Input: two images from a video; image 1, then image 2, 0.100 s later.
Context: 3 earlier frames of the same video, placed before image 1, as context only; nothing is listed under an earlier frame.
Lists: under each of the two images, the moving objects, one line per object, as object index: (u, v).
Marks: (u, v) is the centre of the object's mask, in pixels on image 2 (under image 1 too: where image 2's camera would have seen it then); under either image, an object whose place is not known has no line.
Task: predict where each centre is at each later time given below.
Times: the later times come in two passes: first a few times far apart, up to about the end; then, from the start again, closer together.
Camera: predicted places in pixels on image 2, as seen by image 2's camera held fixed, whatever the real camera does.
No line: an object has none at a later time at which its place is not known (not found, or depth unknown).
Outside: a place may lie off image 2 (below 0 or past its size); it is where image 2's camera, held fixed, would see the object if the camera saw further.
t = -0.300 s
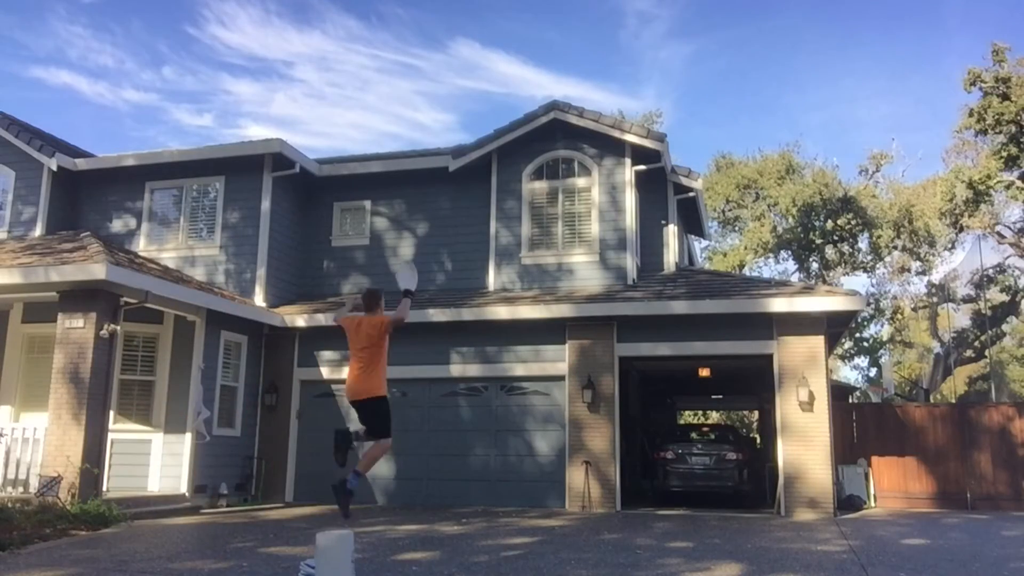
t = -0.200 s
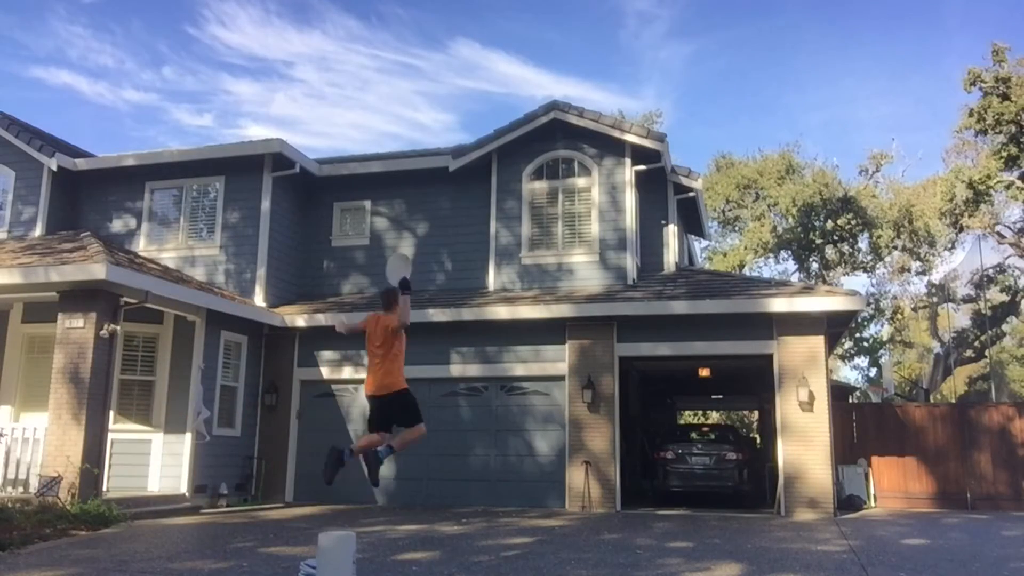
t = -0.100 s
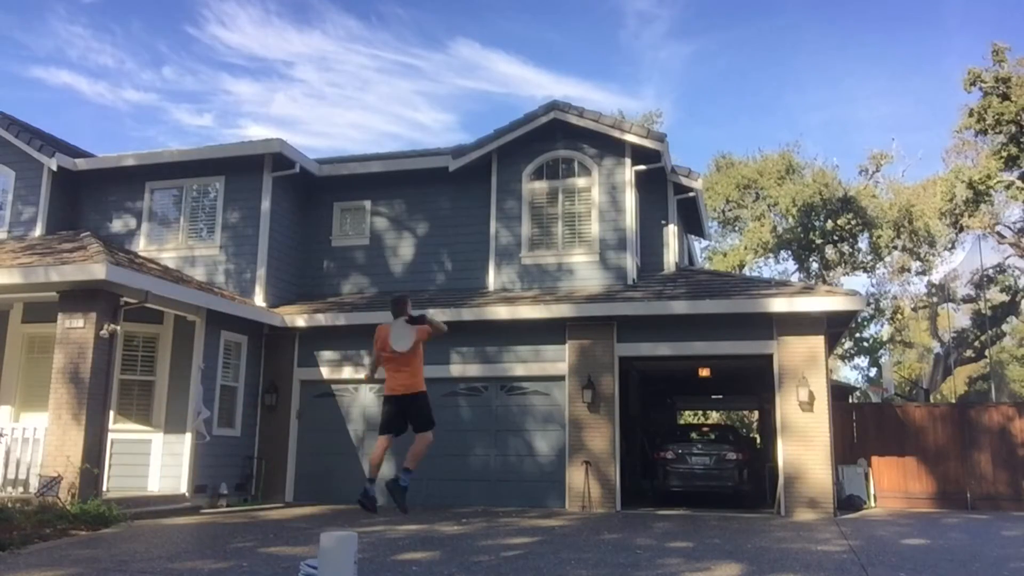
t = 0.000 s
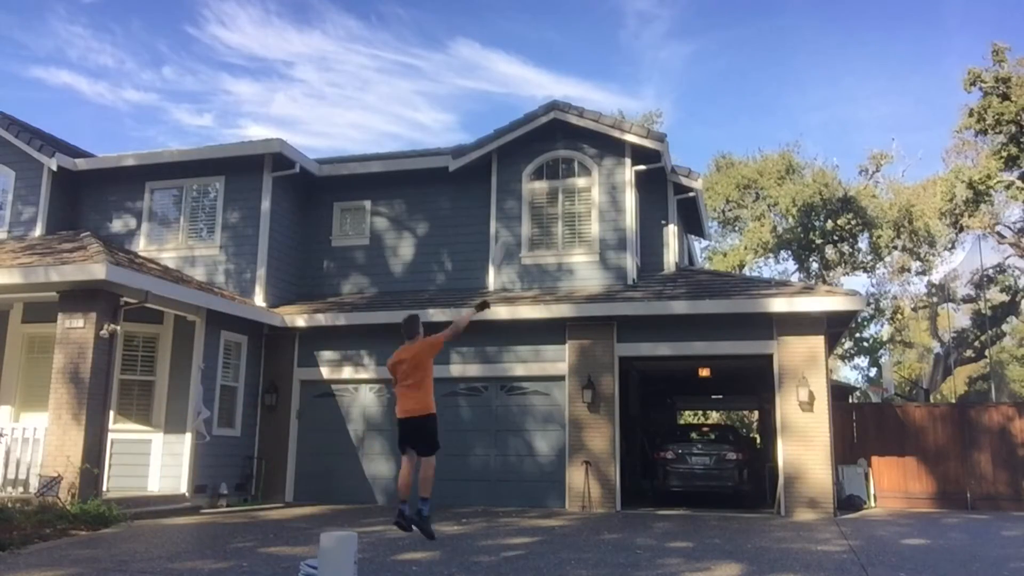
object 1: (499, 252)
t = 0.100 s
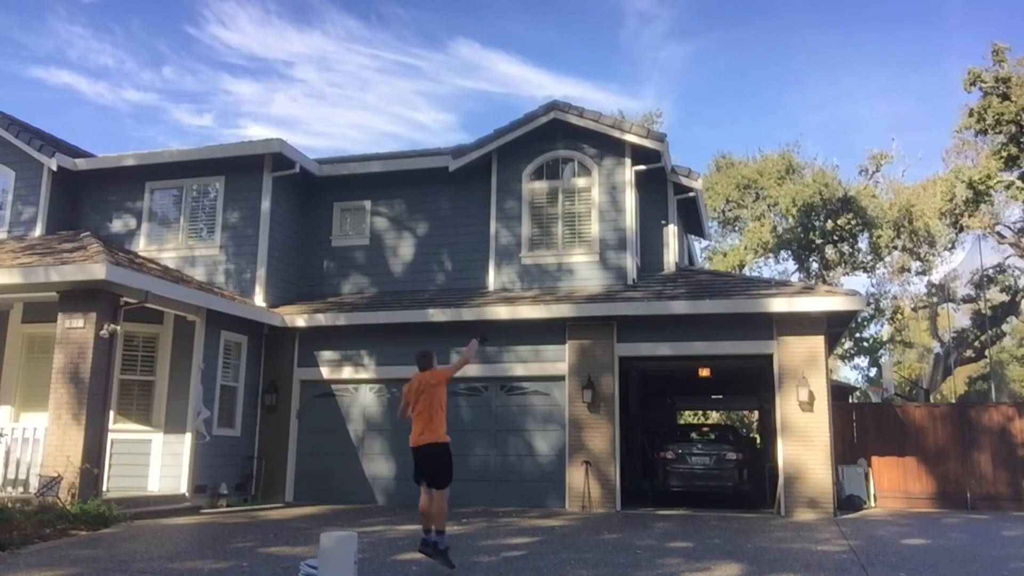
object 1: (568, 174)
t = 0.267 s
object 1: (639, 108)
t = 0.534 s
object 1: (702, 77)
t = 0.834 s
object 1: (735, 91)
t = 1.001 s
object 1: (745, 112)
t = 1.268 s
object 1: (753, 156)
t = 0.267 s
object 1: (639, 108)
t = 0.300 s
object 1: (649, 100)
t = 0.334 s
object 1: (659, 94)
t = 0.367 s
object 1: (668, 88)
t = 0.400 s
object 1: (676, 84)
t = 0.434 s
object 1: (683, 82)
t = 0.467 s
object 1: (690, 80)
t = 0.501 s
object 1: (696, 78)
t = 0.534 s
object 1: (702, 77)
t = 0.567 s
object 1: (707, 77)
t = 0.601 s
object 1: (712, 78)
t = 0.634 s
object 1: (716, 78)
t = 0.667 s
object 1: (720, 79)
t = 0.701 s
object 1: (724, 81)
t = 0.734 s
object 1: (727, 84)
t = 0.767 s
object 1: (730, 87)
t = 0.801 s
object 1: (732, 88)
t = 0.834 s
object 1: (735, 91)
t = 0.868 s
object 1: (737, 96)
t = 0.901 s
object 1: (740, 99)
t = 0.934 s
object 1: (741, 103)
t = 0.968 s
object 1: (743, 108)
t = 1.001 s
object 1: (745, 112)
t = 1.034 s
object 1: (746, 117)
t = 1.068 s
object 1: (747, 122)
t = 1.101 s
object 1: (749, 128)
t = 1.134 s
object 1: (750, 133)
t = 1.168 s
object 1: (750, 139)
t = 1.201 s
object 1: (751, 144)
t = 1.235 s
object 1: (752, 151)
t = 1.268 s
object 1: (753, 156)
